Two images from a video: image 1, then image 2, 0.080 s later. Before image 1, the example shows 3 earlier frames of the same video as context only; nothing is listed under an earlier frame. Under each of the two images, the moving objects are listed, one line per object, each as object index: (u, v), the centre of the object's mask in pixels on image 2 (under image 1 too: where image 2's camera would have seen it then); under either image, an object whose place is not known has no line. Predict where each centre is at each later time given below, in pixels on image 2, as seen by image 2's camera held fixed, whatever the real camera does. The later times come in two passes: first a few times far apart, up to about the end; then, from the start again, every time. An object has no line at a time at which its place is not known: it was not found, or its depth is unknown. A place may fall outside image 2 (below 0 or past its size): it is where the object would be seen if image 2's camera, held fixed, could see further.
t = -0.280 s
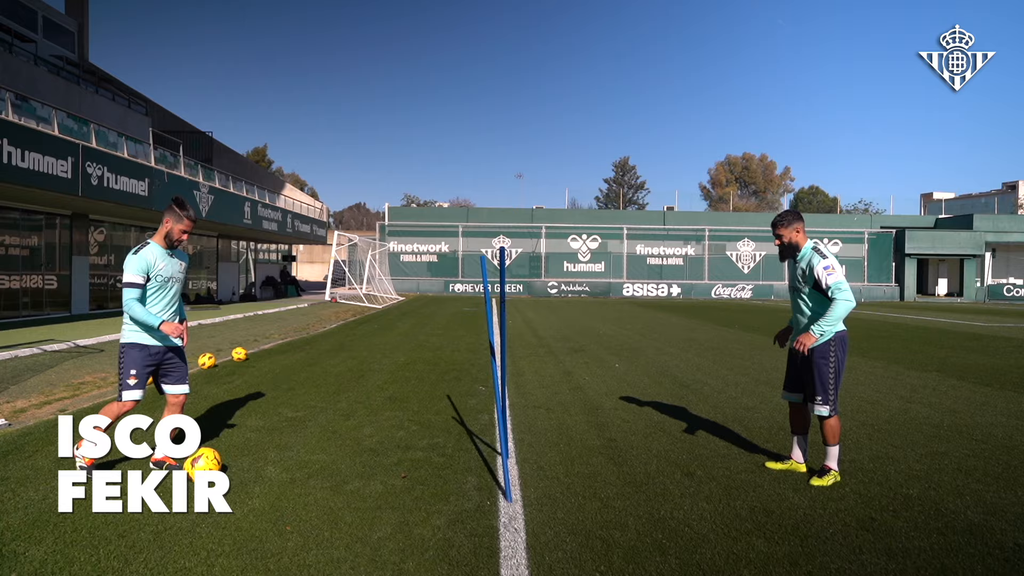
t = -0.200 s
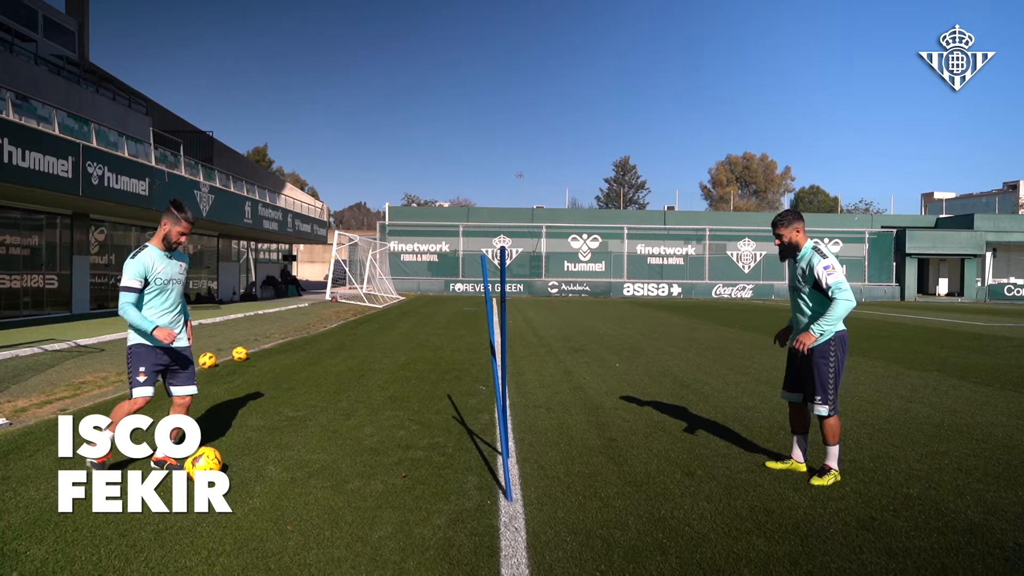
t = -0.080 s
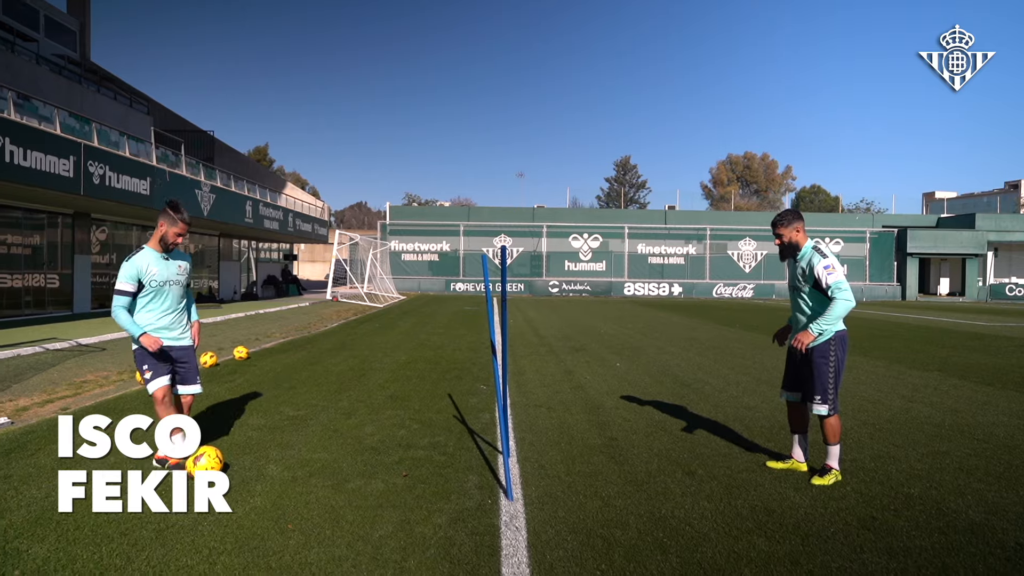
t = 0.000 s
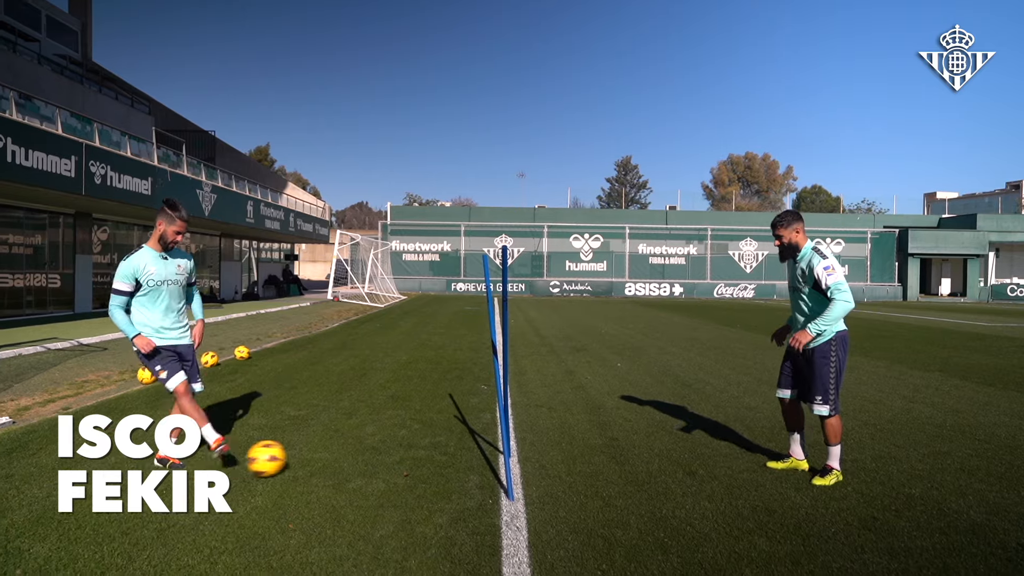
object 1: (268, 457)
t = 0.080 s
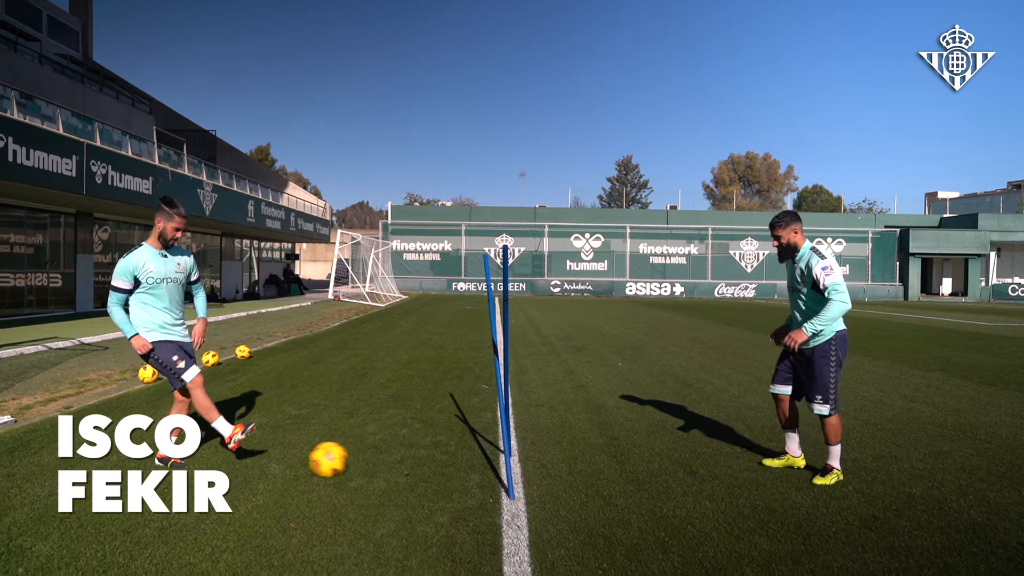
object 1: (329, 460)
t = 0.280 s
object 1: (444, 459)
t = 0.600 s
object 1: (598, 457)
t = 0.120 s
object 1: (355, 459)
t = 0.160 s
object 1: (378, 458)
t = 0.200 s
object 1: (401, 459)
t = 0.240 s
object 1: (423, 458)
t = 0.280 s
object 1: (444, 459)
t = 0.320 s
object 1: (465, 459)
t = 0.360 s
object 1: (483, 460)
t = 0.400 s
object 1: (504, 459)
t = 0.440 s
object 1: (525, 459)
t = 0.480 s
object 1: (544, 459)
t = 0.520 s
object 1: (562, 460)
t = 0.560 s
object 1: (580, 458)
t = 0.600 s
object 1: (598, 457)
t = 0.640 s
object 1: (616, 457)
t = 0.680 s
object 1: (633, 458)
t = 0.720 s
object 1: (650, 457)
